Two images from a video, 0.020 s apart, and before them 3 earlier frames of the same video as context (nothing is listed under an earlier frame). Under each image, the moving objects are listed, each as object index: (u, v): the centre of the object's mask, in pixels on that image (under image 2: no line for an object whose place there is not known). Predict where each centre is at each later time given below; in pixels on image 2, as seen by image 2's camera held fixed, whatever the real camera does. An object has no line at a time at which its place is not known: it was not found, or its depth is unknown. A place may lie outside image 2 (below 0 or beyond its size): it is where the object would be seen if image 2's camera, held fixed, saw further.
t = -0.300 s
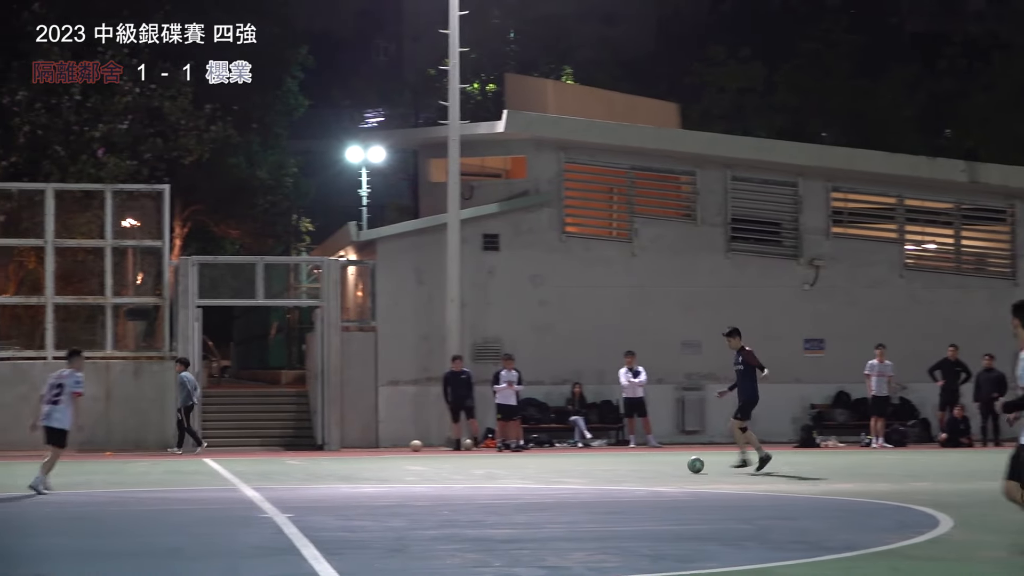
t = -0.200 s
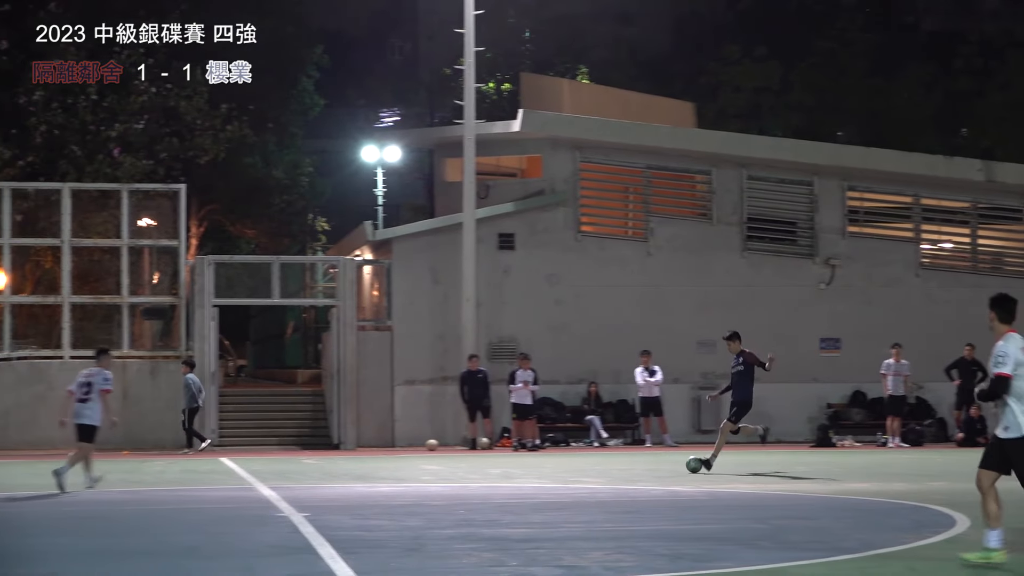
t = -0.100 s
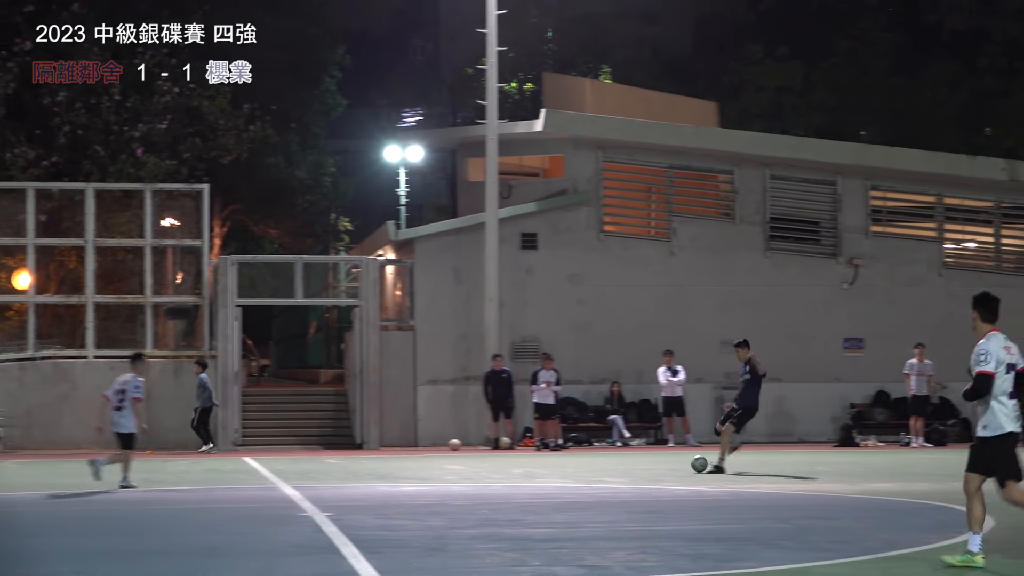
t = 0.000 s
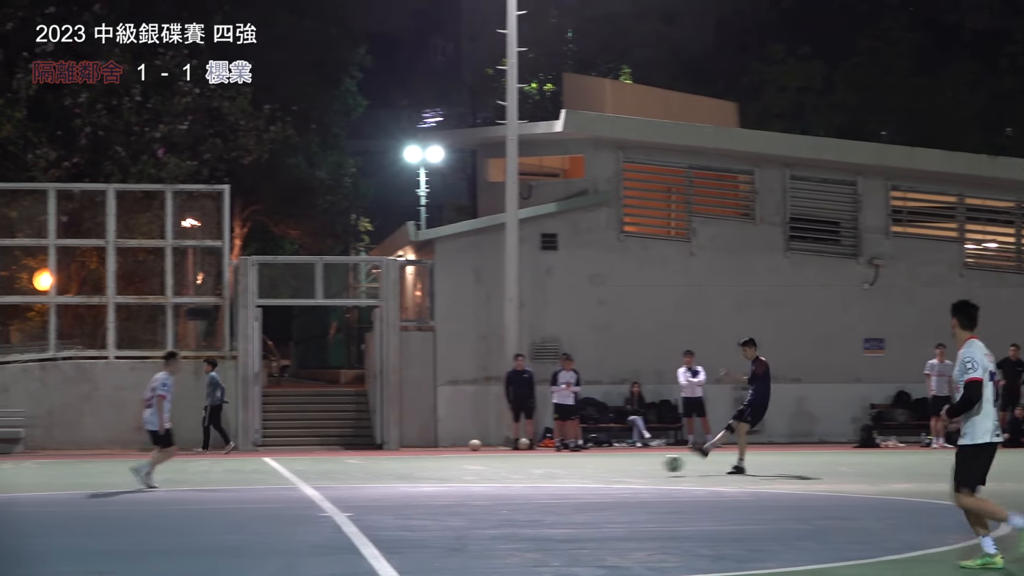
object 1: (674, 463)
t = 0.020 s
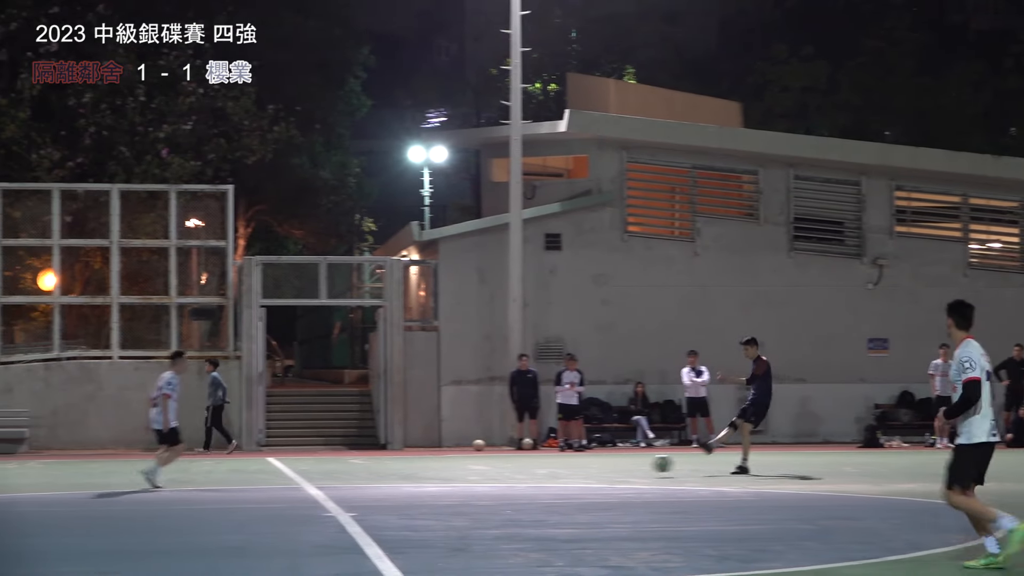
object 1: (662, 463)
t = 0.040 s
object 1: (648, 464)
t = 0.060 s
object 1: (633, 465)
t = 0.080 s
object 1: (618, 466)
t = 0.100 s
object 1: (603, 469)
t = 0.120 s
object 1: (587, 471)
